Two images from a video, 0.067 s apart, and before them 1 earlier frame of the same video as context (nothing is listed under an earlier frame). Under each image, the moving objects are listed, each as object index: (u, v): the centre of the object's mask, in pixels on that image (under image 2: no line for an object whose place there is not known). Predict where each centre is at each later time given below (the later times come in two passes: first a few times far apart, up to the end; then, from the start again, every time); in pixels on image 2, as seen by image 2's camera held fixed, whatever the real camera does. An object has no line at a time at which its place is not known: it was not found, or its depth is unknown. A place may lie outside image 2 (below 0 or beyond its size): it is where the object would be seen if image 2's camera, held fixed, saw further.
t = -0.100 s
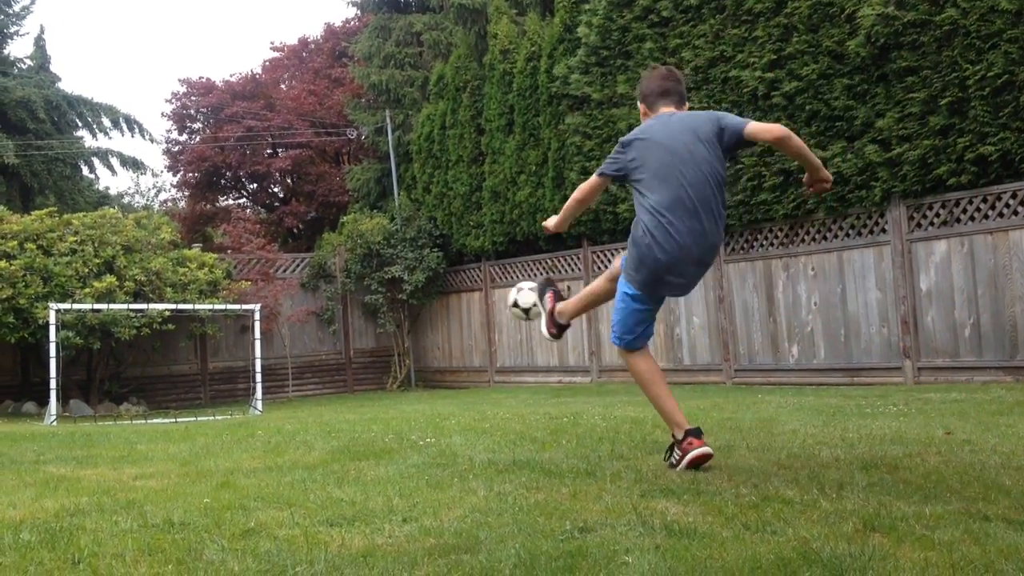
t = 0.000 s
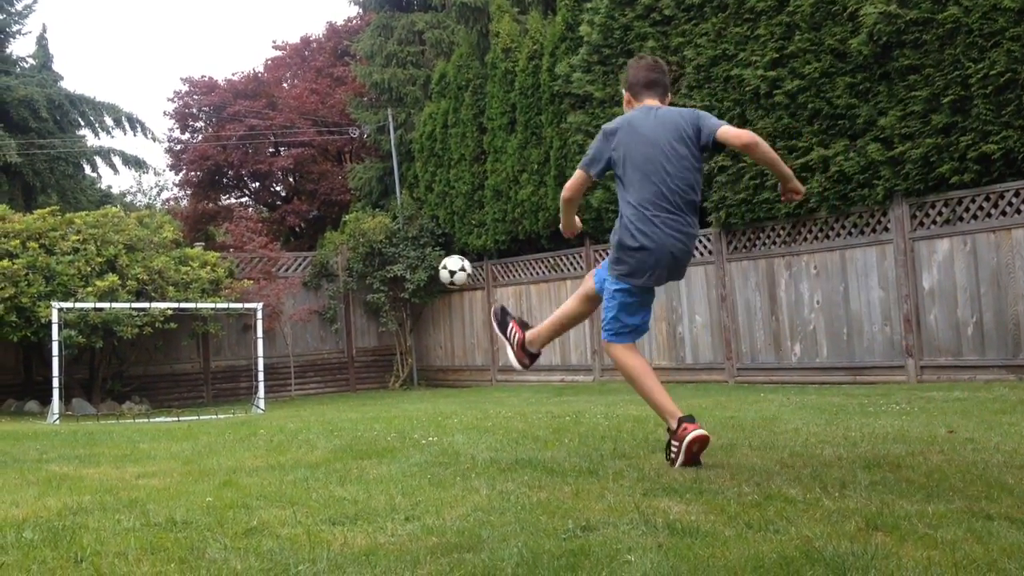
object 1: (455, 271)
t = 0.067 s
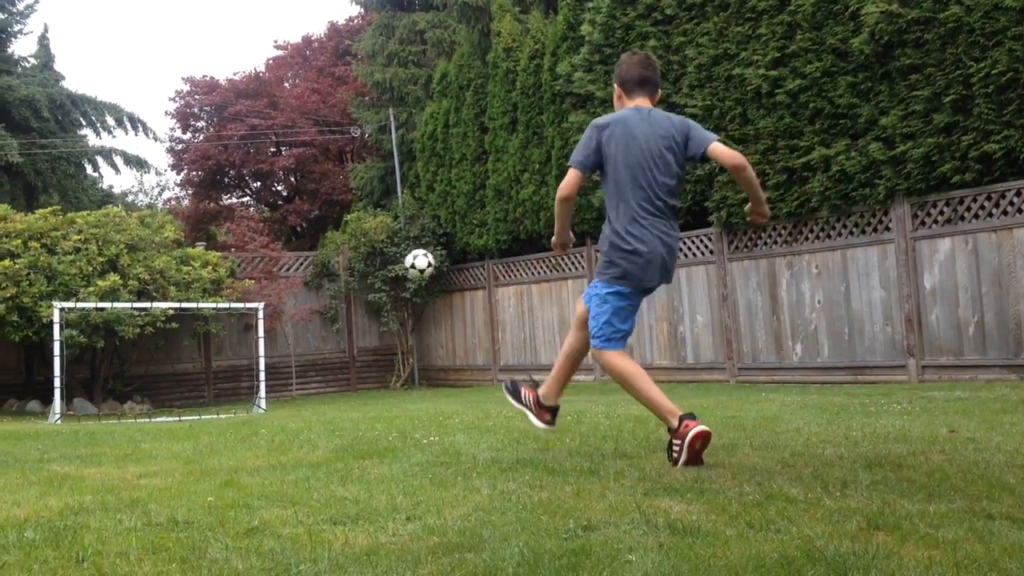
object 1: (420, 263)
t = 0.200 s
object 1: (365, 266)
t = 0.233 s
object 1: (354, 270)
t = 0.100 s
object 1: (404, 262)
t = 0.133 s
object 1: (389, 261)
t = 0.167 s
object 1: (377, 263)
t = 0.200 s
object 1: (365, 266)
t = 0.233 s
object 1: (354, 270)
